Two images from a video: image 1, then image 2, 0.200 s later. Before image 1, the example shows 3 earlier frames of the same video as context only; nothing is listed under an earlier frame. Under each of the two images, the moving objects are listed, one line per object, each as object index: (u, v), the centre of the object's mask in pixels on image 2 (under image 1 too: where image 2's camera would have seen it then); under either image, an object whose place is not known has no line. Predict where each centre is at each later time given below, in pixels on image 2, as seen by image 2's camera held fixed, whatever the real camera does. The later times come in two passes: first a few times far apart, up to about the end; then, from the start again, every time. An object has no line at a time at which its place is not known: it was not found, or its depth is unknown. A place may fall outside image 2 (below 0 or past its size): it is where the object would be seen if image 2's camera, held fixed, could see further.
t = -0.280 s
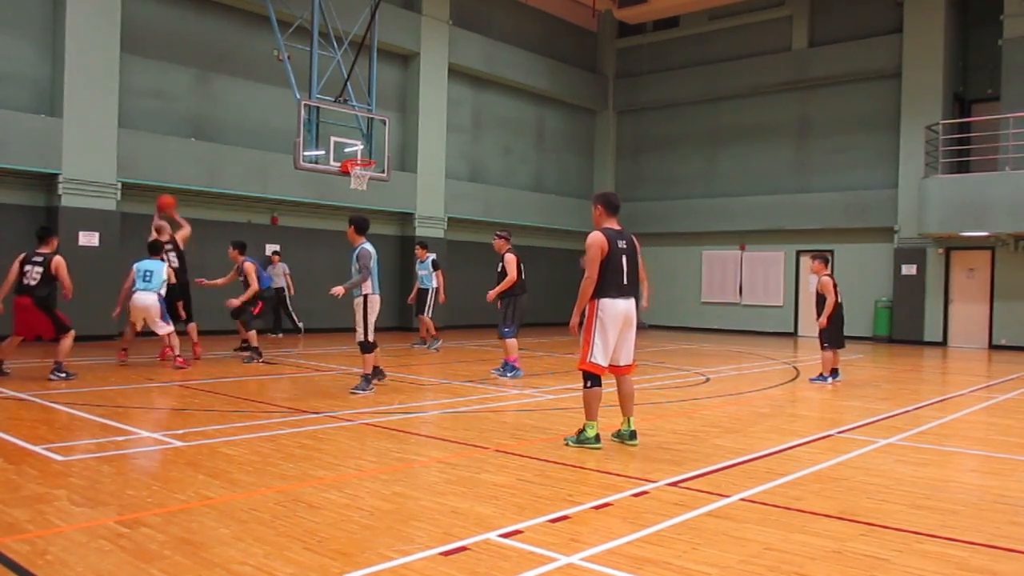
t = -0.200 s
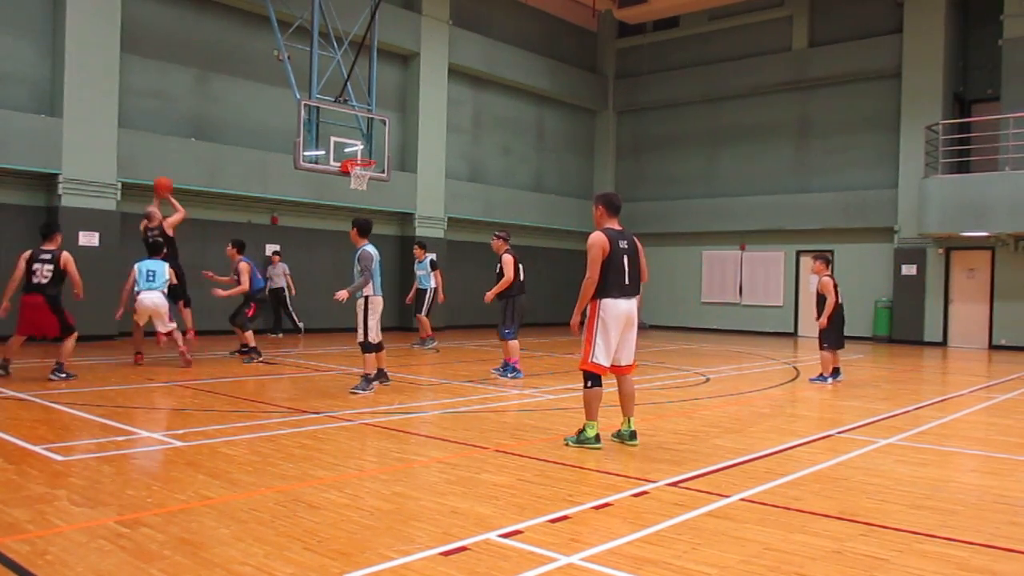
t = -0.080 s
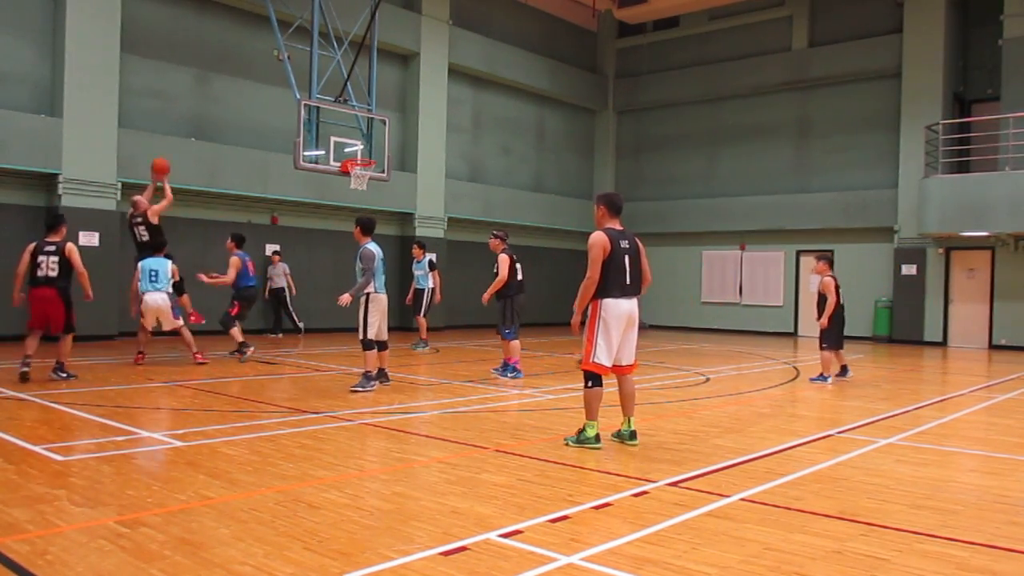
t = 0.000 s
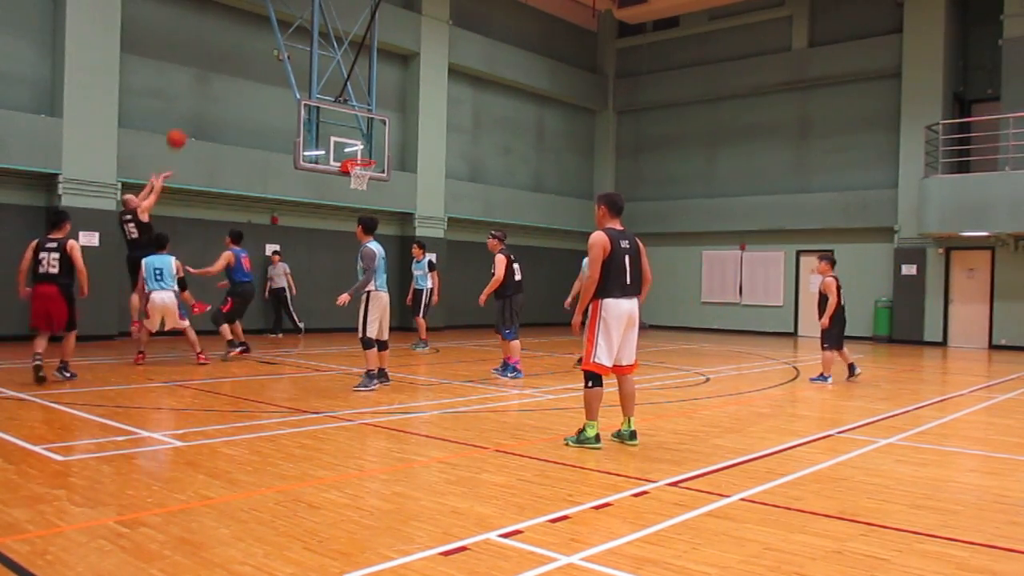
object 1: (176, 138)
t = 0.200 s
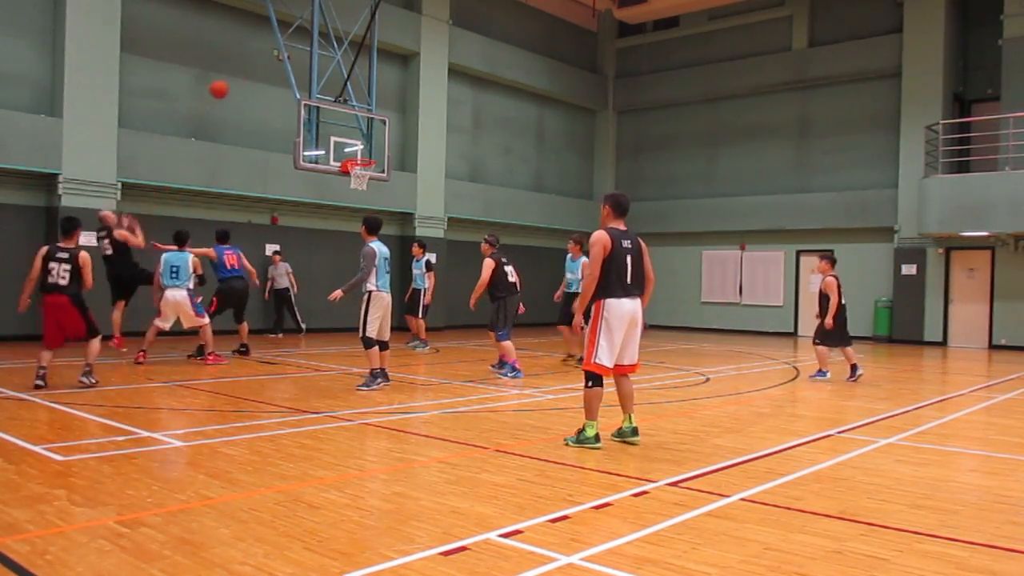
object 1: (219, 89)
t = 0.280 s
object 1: (234, 78)
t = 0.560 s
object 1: (284, 73)
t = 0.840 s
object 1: (327, 117)
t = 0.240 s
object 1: (227, 83)
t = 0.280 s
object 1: (234, 78)
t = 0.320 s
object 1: (242, 74)
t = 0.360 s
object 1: (250, 72)
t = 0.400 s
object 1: (257, 70)
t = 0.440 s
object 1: (264, 69)
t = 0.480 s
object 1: (271, 70)
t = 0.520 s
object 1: (277, 71)
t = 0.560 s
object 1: (284, 73)
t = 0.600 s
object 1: (290, 77)
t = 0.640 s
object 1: (297, 82)
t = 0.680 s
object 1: (303, 86)
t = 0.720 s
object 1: (309, 93)
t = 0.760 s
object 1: (315, 100)
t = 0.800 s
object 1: (322, 108)
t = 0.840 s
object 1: (327, 117)
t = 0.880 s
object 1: (333, 126)
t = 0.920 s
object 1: (338, 136)
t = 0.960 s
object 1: (343, 147)
